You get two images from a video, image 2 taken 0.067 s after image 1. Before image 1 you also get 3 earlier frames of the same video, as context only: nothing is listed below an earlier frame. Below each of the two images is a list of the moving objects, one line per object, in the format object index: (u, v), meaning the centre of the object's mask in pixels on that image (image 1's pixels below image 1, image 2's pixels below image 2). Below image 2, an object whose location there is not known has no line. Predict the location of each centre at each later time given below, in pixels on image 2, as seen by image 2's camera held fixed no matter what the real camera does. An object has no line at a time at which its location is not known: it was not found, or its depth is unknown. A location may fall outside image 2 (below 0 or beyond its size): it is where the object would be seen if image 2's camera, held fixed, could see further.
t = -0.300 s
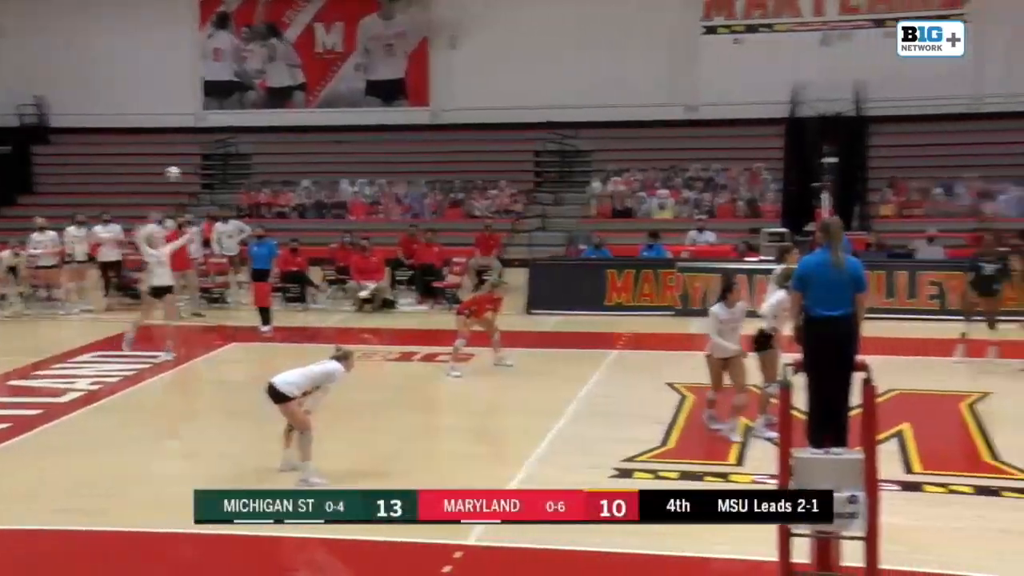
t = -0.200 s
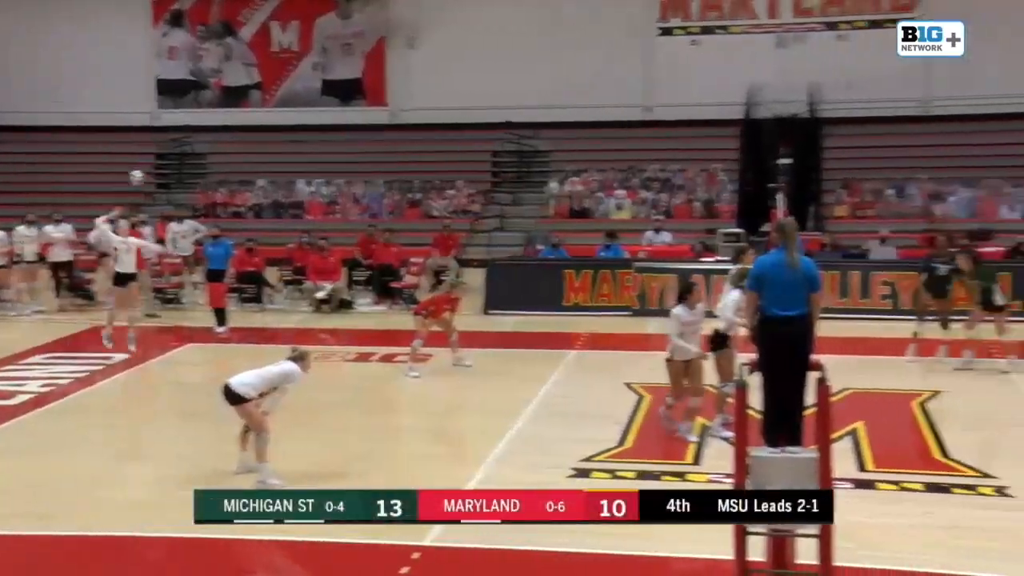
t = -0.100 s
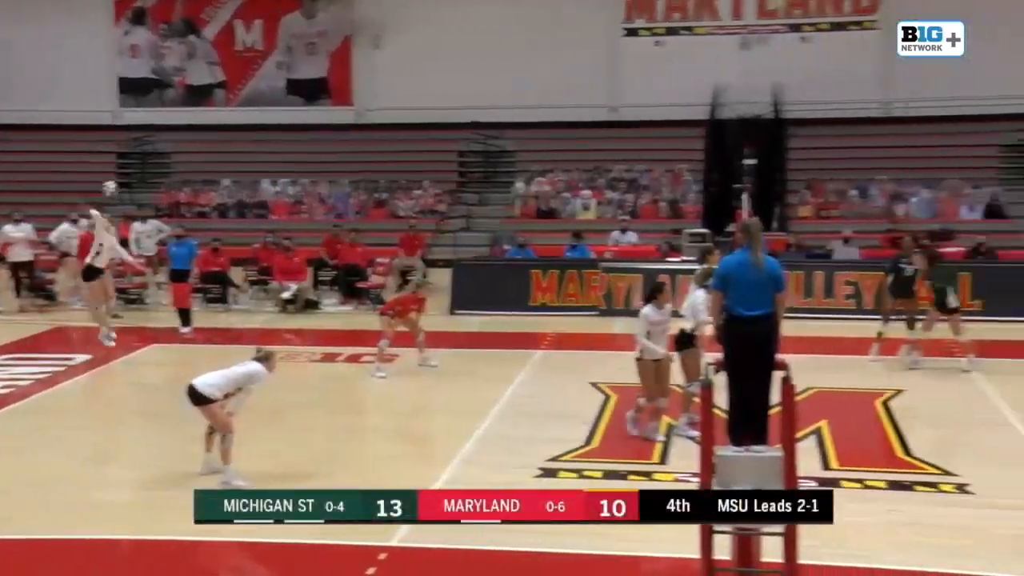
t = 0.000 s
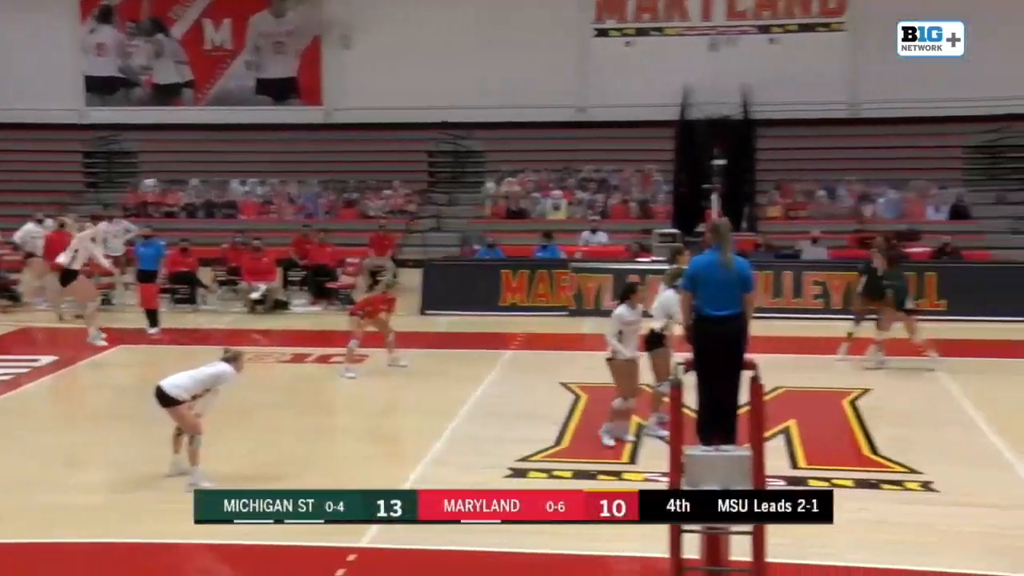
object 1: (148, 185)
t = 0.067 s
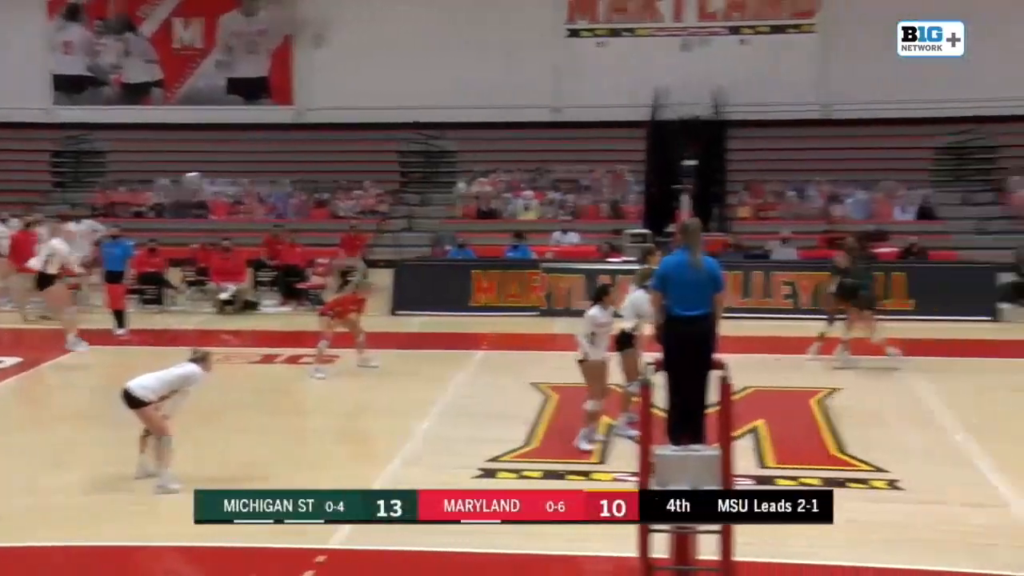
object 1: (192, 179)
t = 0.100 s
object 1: (227, 177)
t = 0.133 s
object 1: (261, 176)
